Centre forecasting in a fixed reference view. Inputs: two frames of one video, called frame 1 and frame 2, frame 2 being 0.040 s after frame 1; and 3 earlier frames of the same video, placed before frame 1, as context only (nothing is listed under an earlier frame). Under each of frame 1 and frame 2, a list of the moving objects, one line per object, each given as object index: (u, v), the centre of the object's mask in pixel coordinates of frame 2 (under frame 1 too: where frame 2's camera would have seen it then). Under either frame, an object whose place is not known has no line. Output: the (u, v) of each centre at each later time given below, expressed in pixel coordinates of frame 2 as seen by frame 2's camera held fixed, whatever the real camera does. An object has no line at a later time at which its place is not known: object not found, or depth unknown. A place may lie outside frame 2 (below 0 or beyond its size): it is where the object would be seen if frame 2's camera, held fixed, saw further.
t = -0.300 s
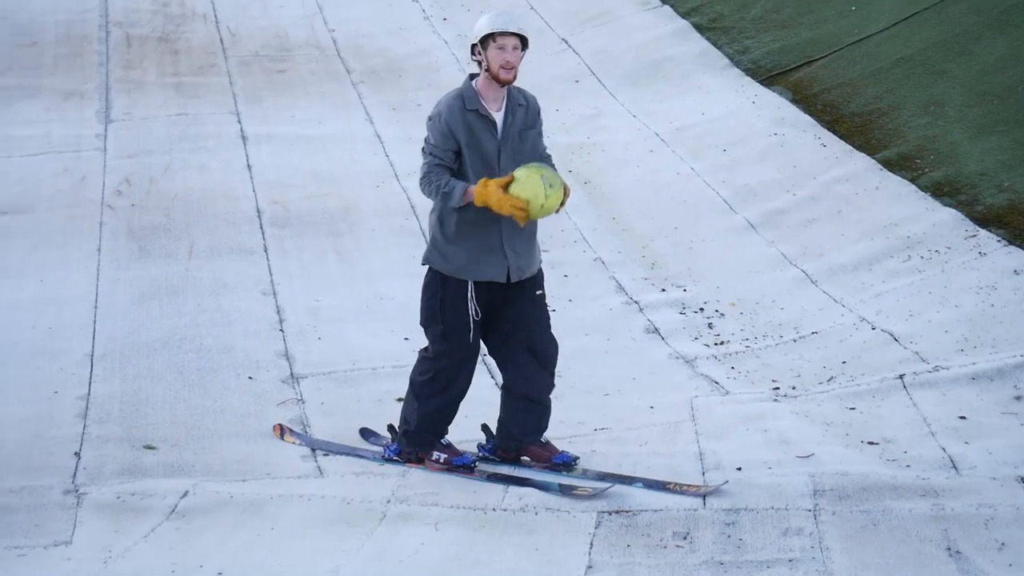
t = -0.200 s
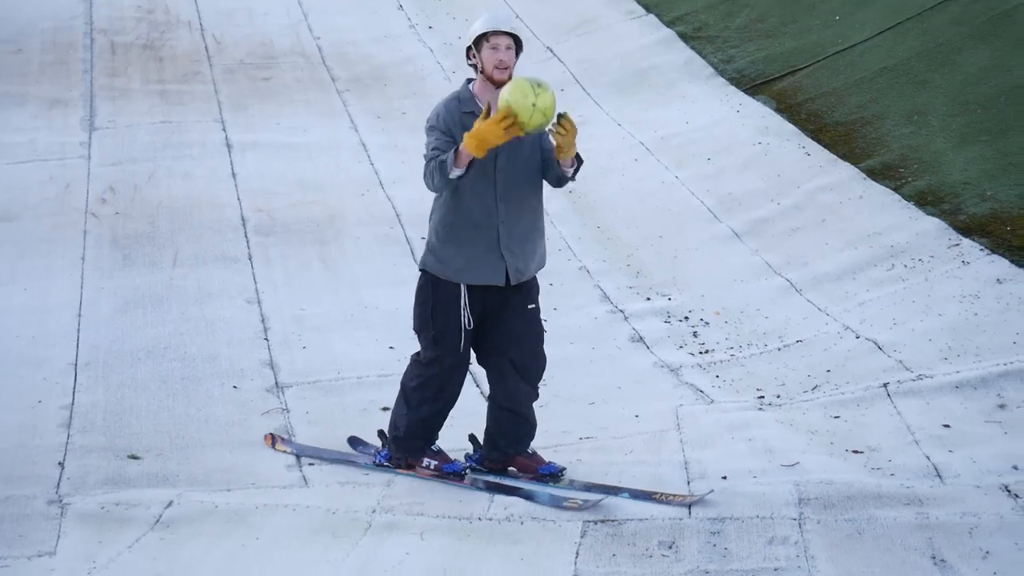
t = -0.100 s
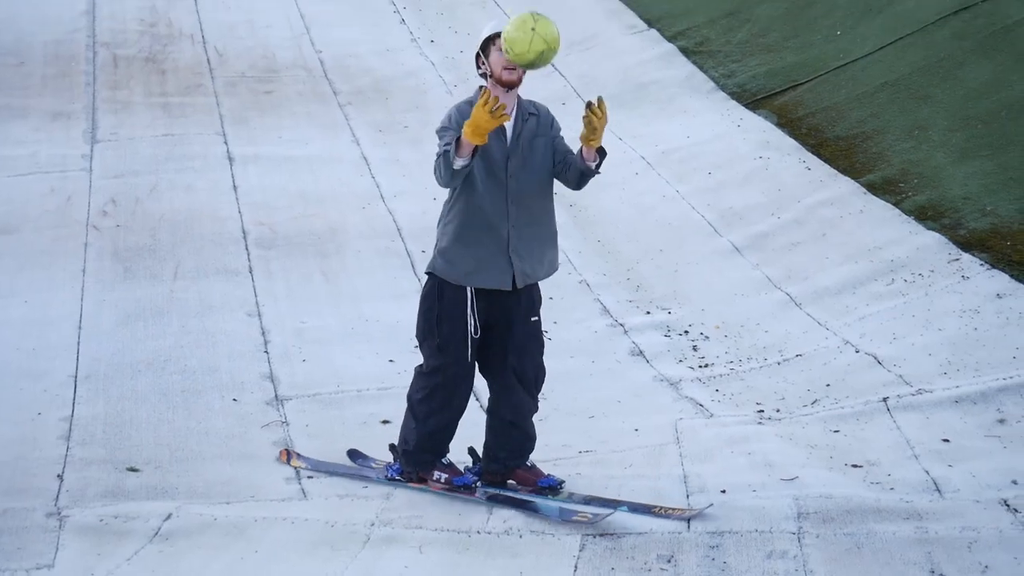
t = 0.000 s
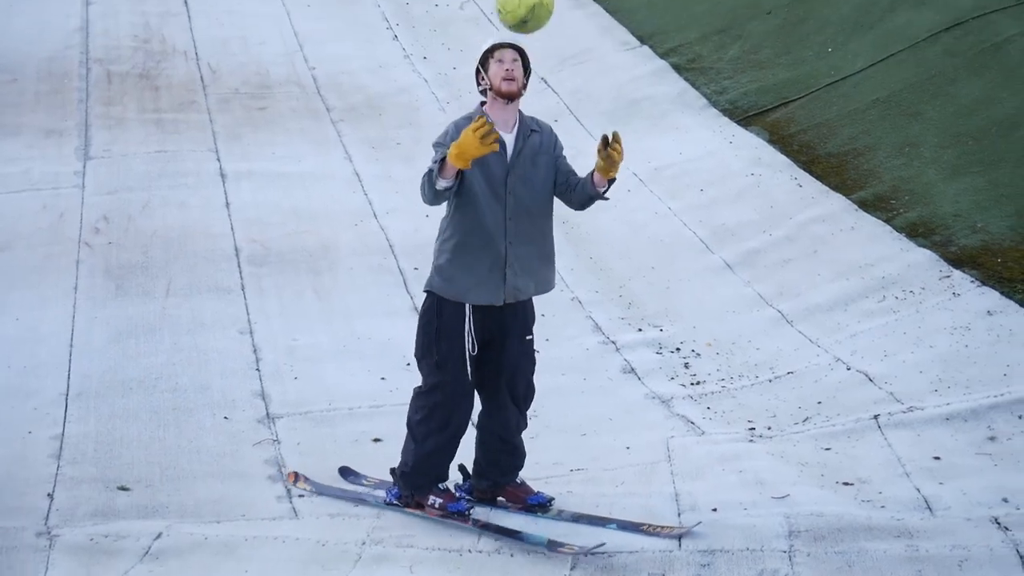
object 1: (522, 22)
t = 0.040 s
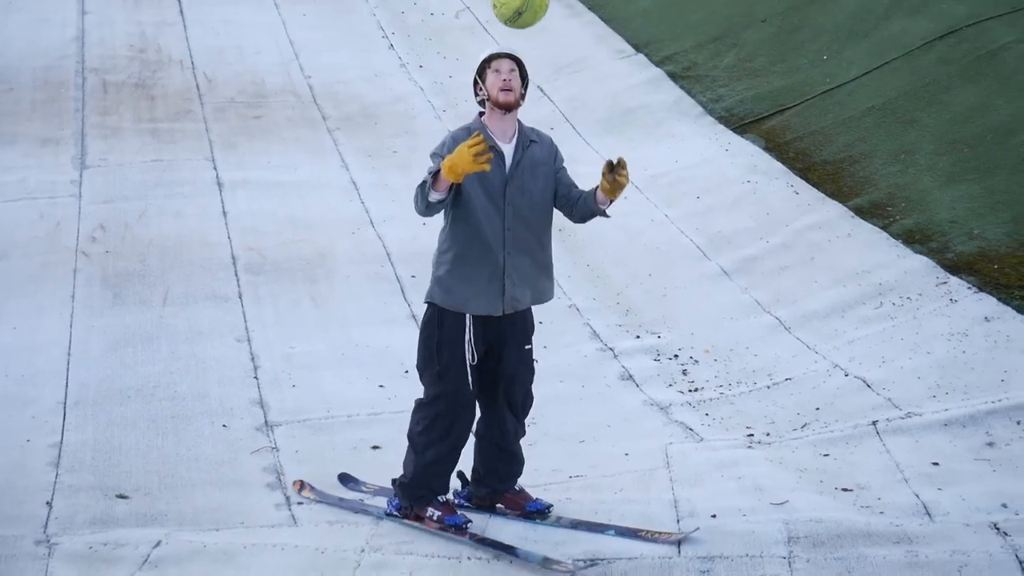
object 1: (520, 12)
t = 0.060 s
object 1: (519, 8)
